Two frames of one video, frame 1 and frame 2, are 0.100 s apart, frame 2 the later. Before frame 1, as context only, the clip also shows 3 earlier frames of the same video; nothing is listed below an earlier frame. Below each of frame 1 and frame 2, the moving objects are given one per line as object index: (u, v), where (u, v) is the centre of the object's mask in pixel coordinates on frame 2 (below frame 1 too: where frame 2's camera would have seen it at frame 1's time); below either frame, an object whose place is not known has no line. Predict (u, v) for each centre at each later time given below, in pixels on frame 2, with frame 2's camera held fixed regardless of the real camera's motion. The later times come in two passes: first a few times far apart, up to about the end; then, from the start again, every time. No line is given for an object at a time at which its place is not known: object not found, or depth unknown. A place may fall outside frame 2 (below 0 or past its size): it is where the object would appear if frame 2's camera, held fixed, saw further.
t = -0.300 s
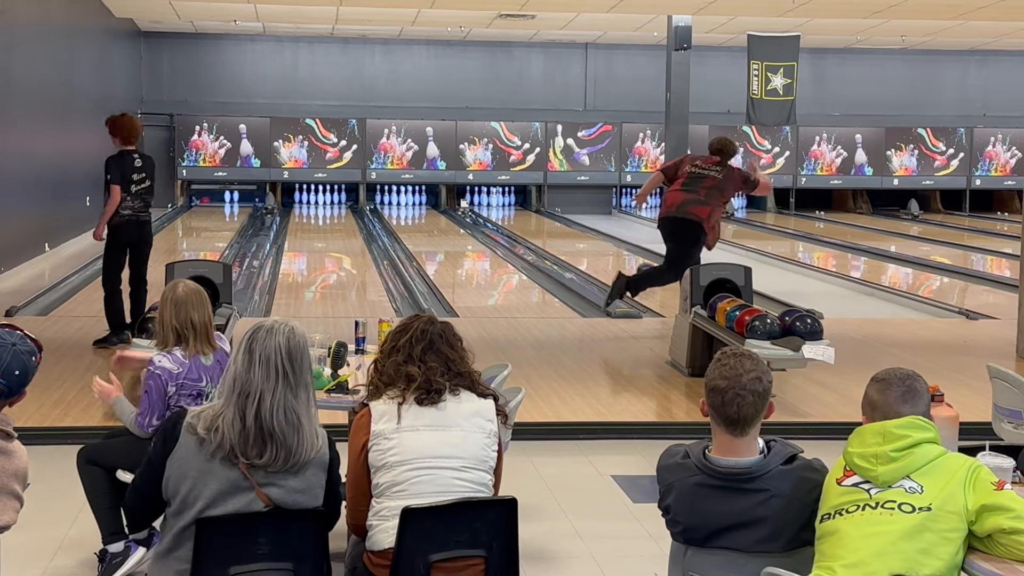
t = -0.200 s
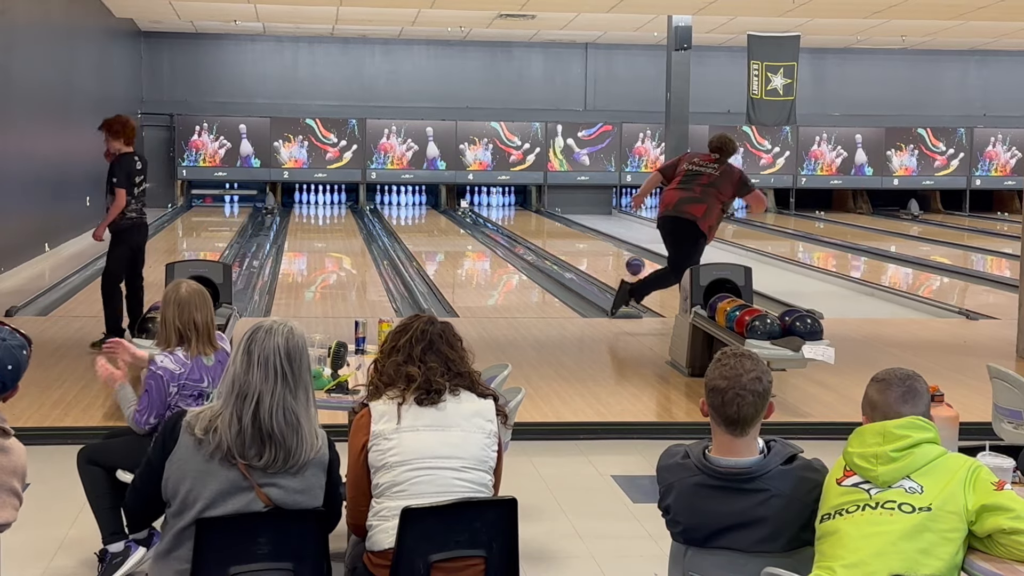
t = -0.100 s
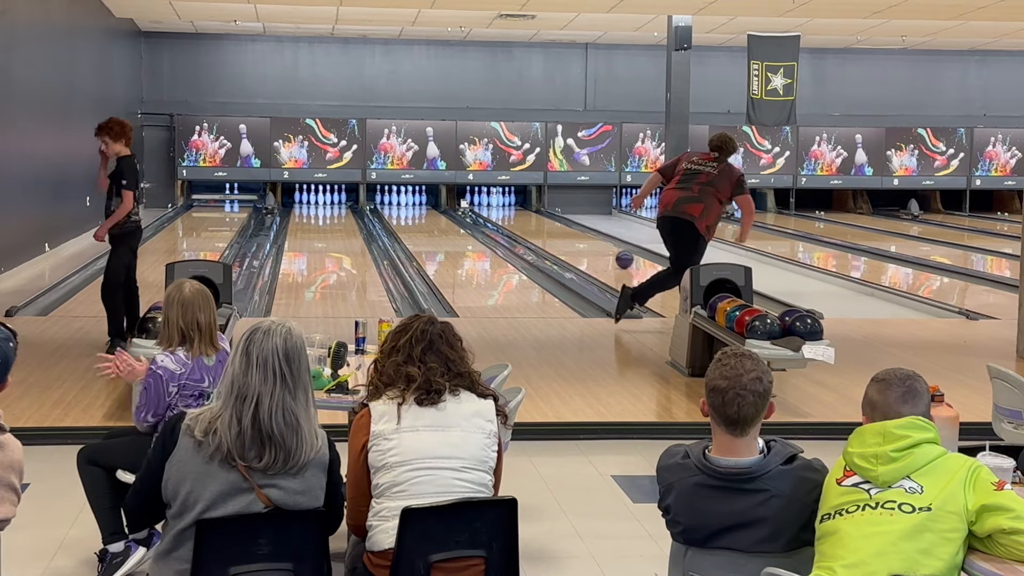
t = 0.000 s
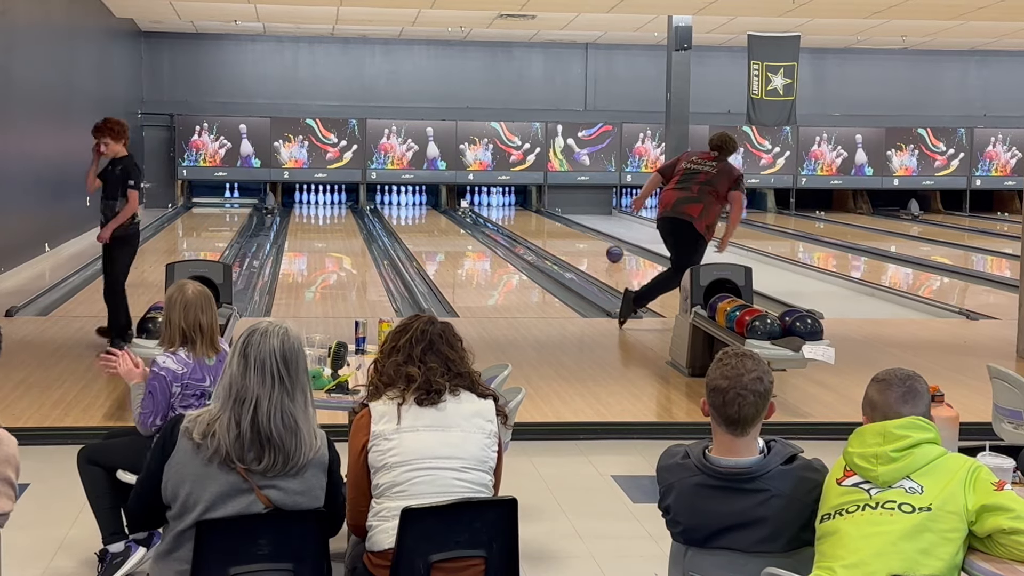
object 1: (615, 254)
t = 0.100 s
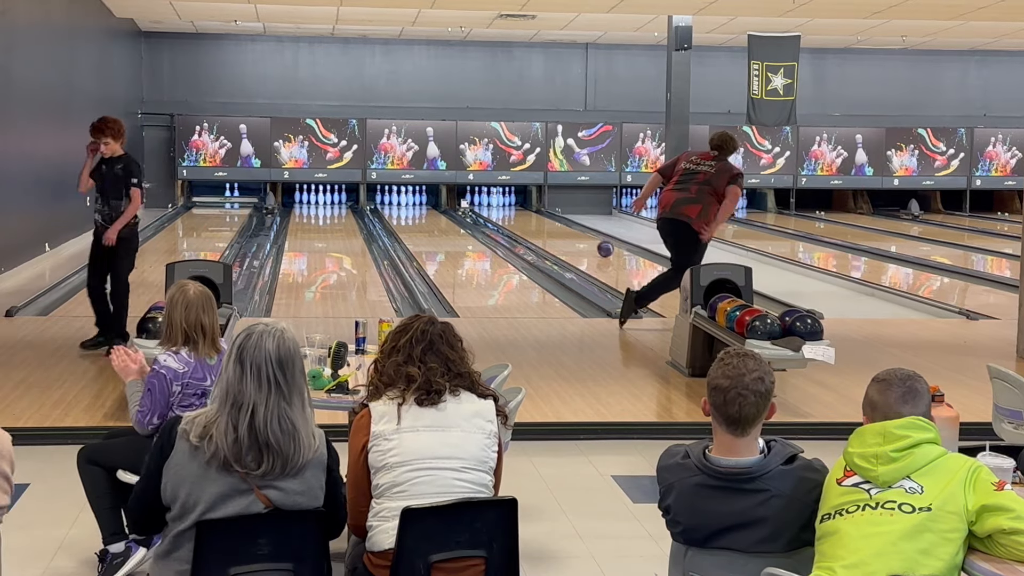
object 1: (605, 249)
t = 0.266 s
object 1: (591, 241)
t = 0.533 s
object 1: (571, 231)
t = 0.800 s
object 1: (553, 222)
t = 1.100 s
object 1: (534, 213)
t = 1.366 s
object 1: (516, 208)
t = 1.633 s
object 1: (497, 202)
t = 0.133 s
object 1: (602, 247)
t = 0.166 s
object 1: (599, 246)
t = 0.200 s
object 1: (596, 244)
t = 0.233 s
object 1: (594, 243)
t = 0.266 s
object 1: (591, 241)
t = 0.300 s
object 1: (588, 240)
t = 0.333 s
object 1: (586, 238)
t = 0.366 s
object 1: (583, 237)
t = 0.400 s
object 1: (581, 236)
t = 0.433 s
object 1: (578, 235)
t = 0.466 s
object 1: (576, 233)
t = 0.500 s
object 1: (573, 232)
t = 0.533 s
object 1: (571, 231)
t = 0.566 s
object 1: (568, 229)
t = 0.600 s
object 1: (566, 228)
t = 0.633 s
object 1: (564, 227)
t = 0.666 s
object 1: (562, 226)
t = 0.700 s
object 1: (560, 225)
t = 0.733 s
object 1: (557, 224)
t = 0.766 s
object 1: (555, 223)
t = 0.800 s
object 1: (553, 222)
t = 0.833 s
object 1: (551, 220)
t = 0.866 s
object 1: (549, 219)
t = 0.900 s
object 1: (547, 218)
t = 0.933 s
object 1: (544, 217)
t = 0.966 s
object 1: (542, 217)
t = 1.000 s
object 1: (540, 216)
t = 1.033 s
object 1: (538, 215)
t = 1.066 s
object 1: (536, 215)
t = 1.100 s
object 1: (534, 213)
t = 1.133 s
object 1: (532, 212)
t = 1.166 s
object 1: (530, 211)
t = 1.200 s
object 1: (527, 211)
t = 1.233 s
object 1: (526, 210)
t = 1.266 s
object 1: (523, 209)
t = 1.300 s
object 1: (521, 209)
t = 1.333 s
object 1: (518, 208)
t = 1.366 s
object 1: (516, 208)
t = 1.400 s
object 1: (514, 207)
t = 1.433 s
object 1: (512, 206)
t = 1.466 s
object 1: (510, 205)
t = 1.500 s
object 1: (508, 205)
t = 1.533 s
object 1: (506, 205)
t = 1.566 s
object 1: (502, 204)
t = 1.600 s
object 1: (499, 202)
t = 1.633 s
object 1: (497, 202)
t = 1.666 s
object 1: (496, 202)
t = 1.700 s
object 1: (494, 200)
